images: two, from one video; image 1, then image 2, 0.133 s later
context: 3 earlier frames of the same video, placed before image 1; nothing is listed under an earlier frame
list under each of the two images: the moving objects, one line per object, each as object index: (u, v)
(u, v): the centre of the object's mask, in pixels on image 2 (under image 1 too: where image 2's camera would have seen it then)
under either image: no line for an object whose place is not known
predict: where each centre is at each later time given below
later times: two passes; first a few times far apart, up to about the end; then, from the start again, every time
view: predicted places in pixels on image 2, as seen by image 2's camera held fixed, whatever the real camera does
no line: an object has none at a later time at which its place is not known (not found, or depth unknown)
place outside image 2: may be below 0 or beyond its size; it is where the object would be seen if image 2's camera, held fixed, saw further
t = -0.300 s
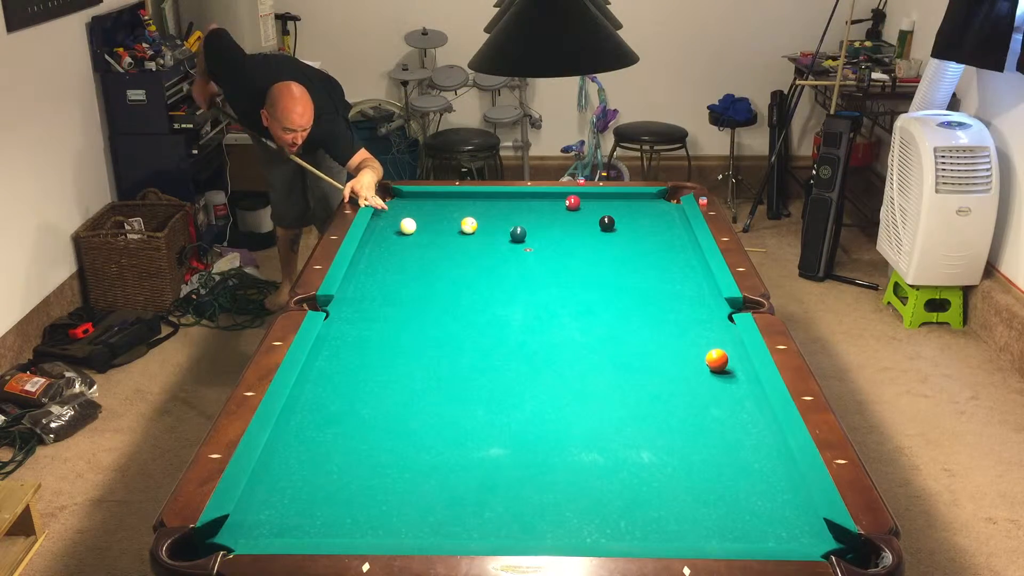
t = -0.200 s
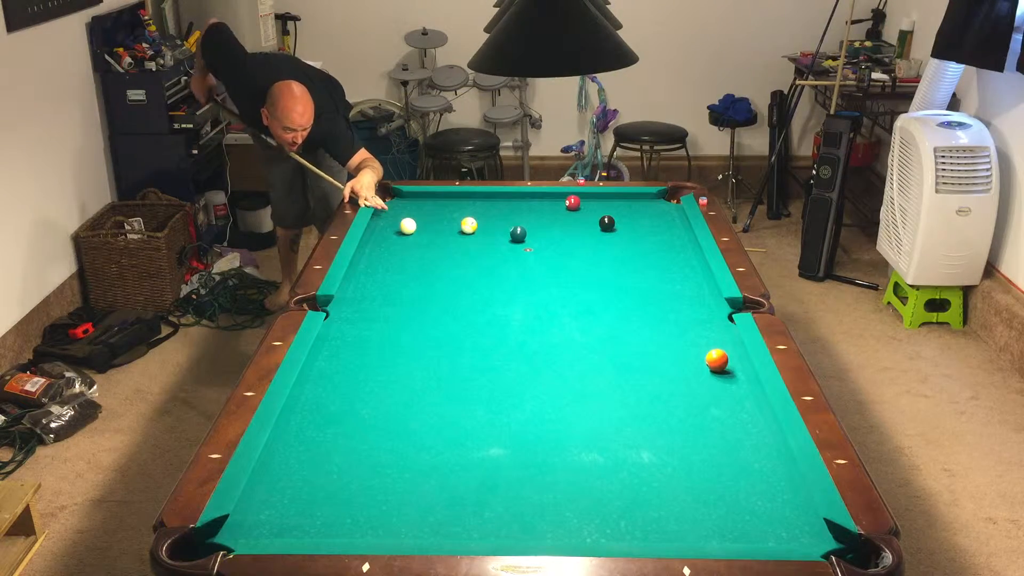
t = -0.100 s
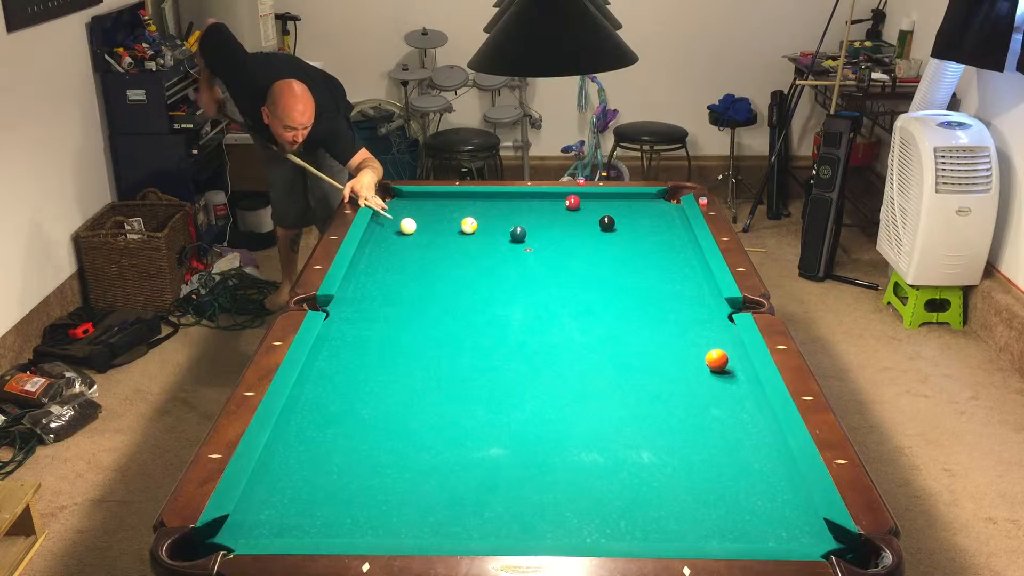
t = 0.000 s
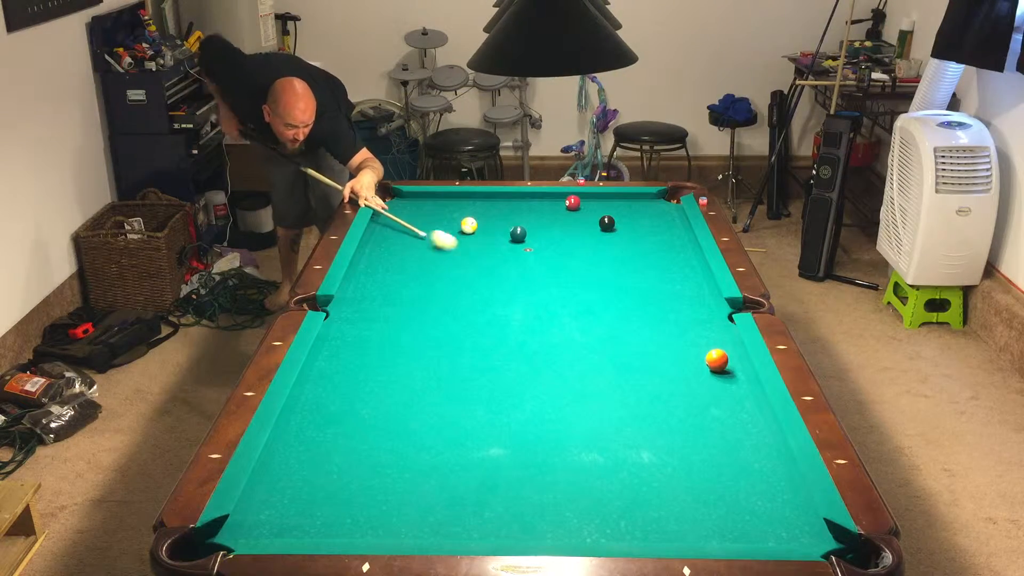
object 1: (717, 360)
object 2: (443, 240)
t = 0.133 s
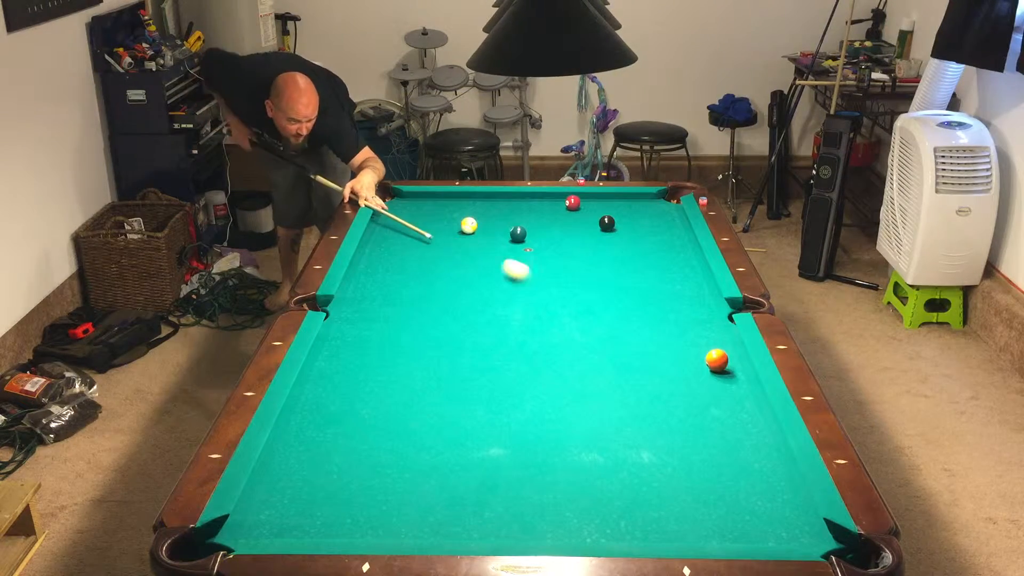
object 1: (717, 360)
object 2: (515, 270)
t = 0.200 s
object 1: (717, 360)
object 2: (551, 285)
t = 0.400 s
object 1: (717, 360)
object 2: (651, 325)
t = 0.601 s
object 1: (721, 374)
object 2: (728, 350)
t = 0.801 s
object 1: (729, 403)
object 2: (678, 343)
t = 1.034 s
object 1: (740, 440)
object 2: (626, 337)
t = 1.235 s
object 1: (750, 475)
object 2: (583, 332)
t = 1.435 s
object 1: (761, 512)
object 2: (544, 328)
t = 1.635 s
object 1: (766, 529)
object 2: (506, 323)
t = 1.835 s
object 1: (755, 503)
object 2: (471, 319)
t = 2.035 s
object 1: (746, 479)
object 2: (438, 315)
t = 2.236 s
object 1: (739, 459)
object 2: (407, 312)
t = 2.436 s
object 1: (733, 440)
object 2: (378, 309)
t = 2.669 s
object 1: (726, 421)
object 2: (347, 305)
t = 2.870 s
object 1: (722, 406)
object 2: (322, 305)
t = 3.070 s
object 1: (718, 394)
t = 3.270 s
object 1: (715, 382)
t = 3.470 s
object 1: (712, 371)
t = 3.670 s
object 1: (710, 362)
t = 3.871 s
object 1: (708, 353)
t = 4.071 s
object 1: (706, 346)
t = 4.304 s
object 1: (704, 339)
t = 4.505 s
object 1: (703, 333)
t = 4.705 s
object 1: (702, 328)
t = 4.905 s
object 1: (701, 324)
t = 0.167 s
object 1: (717, 360)
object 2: (534, 277)
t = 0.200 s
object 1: (717, 360)
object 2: (551, 285)
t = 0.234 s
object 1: (717, 360)
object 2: (569, 292)
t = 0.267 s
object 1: (717, 360)
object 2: (586, 299)
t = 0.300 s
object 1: (717, 360)
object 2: (603, 306)
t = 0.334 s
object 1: (717, 360)
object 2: (619, 312)
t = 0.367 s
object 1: (717, 360)
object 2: (635, 319)
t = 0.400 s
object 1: (717, 360)
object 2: (651, 325)
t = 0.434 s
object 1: (717, 360)
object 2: (668, 332)
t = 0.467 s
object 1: (717, 360)
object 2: (684, 338)
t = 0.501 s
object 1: (717, 360)
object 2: (700, 344)
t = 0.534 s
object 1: (718, 363)
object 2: (719, 347)
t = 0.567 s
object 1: (719, 369)
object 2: (733, 351)
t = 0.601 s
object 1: (721, 374)
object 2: (728, 350)
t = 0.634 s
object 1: (722, 379)
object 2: (718, 348)
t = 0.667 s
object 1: (723, 384)
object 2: (710, 347)
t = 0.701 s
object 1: (725, 388)
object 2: (702, 346)
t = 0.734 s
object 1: (726, 394)
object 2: (694, 345)
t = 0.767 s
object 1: (728, 398)
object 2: (686, 344)
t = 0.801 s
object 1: (729, 403)
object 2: (678, 343)
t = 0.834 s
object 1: (731, 409)
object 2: (670, 342)
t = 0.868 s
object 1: (732, 413)
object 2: (662, 341)
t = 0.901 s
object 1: (734, 418)
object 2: (655, 340)
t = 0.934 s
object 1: (735, 424)
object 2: (648, 339)
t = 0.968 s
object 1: (737, 429)
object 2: (640, 339)
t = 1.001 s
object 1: (738, 435)
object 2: (633, 338)
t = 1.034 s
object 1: (740, 440)
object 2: (626, 337)
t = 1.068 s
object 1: (742, 446)
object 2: (618, 336)
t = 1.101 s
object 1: (743, 451)
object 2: (611, 335)
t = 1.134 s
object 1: (745, 457)
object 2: (604, 335)
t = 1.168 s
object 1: (747, 463)
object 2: (597, 334)
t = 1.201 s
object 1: (748, 469)
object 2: (590, 333)
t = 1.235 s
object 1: (750, 475)
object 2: (583, 332)
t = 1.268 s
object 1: (752, 481)
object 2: (577, 331)
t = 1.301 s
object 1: (754, 487)
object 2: (570, 330)
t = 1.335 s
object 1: (755, 493)
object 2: (564, 330)
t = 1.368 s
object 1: (757, 499)
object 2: (557, 329)
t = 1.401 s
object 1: (759, 506)
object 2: (550, 328)
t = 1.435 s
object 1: (761, 512)
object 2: (544, 328)
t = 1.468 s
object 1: (763, 518)
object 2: (537, 327)
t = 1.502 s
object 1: (765, 526)
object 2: (531, 326)
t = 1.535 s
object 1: (767, 530)
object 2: (525, 325)
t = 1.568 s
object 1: (769, 534)
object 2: (519, 324)
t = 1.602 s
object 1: (768, 532)
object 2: (512, 324)
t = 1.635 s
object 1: (766, 529)
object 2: (506, 323)
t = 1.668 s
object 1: (764, 525)
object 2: (500, 323)
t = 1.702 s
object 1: (762, 520)
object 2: (494, 322)
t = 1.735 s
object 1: (760, 516)
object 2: (489, 321)
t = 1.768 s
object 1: (758, 511)
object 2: (483, 320)
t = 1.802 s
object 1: (757, 507)
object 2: (477, 320)
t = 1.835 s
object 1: (755, 503)
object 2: (471, 319)
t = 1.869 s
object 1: (753, 499)
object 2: (465, 318)
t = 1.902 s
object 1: (752, 495)
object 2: (460, 318)
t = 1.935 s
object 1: (750, 491)
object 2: (454, 317)
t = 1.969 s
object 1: (749, 487)
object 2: (449, 317)
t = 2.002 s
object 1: (747, 483)
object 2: (443, 316)
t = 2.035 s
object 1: (746, 479)
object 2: (438, 315)
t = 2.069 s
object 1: (745, 476)
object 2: (433, 315)
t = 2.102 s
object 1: (743, 472)
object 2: (427, 314)
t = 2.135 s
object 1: (742, 469)
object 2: (422, 313)
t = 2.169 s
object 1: (741, 465)
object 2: (417, 313)
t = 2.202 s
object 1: (740, 462)
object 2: (412, 312)
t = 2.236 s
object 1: (739, 459)
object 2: (407, 312)
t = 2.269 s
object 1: (738, 456)
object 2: (402, 311)
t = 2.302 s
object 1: (737, 452)
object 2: (397, 311)
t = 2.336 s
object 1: (736, 449)
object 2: (392, 310)
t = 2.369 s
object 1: (735, 446)
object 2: (388, 309)
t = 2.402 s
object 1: (734, 443)
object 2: (383, 309)
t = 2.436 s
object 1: (733, 440)
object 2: (378, 309)
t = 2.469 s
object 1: (732, 437)
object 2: (373, 308)
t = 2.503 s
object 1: (731, 434)
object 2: (369, 308)
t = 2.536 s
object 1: (730, 432)
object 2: (364, 307)
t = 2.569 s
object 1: (729, 429)
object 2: (360, 307)
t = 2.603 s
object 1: (728, 426)
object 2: (355, 306)
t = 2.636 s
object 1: (727, 424)
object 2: (351, 306)
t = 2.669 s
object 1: (726, 421)
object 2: (347, 305)
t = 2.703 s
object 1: (726, 419)
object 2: (342, 305)
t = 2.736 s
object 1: (725, 416)
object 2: (338, 304)
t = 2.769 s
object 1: (724, 414)
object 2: (334, 304)
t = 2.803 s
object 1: (723, 411)
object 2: (330, 303)
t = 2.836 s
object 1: (722, 409)
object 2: (326, 303)
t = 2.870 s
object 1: (722, 406)
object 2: (322, 305)
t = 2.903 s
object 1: (721, 404)
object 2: (318, 307)
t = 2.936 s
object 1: (720, 402)
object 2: (314, 310)
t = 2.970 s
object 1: (720, 400)
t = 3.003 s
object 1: (719, 398)
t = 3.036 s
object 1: (718, 396)
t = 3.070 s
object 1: (718, 394)
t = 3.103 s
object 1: (717, 392)
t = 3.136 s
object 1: (717, 390)
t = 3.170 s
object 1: (716, 387)
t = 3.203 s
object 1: (715, 386)
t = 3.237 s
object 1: (715, 384)
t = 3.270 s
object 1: (715, 382)
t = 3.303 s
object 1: (714, 380)
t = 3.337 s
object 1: (714, 378)
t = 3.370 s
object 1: (713, 376)
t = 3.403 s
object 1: (713, 375)
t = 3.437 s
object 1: (713, 373)
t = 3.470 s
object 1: (712, 371)
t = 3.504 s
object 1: (712, 370)
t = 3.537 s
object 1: (711, 368)
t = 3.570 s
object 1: (711, 367)
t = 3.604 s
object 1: (711, 365)
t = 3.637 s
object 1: (710, 363)
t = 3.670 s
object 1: (710, 362)
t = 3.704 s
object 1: (709, 360)
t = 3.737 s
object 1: (709, 359)
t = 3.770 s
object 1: (709, 357)
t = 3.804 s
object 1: (708, 356)
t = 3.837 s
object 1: (708, 355)
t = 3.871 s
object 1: (708, 353)
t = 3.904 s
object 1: (707, 352)
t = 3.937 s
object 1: (707, 351)
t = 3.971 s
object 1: (707, 349)
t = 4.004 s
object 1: (706, 348)
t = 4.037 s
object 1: (706, 347)
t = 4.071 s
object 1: (706, 346)
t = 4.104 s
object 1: (705, 345)
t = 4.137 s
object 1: (705, 344)
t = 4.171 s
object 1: (705, 343)
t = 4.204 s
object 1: (705, 342)
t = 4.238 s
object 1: (704, 341)
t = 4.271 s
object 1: (704, 340)
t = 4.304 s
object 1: (704, 339)
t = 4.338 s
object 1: (704, 338)
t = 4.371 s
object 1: (704, 337)
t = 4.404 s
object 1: (703, 336)
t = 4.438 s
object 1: (703, 335)
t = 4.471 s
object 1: (703, 334)
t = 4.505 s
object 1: (703, 333)
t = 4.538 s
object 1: (703, 332)
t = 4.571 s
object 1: (703, 331)
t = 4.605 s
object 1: (702, 330)
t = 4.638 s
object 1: (702, 330)
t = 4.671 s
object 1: (702, 329)
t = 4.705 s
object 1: (702, 328)
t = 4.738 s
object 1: (702, 327)
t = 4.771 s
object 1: (702, 327)
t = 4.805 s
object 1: (702, 326)
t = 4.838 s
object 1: (701, 325)
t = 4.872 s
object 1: (701, 325)
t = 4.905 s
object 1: (701, 324)
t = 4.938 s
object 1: (701, 324)
